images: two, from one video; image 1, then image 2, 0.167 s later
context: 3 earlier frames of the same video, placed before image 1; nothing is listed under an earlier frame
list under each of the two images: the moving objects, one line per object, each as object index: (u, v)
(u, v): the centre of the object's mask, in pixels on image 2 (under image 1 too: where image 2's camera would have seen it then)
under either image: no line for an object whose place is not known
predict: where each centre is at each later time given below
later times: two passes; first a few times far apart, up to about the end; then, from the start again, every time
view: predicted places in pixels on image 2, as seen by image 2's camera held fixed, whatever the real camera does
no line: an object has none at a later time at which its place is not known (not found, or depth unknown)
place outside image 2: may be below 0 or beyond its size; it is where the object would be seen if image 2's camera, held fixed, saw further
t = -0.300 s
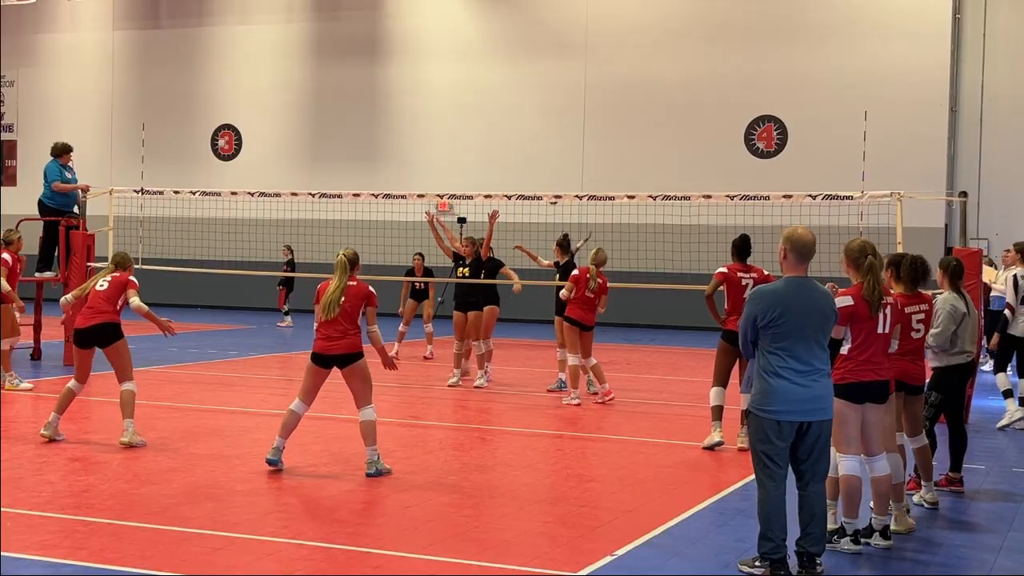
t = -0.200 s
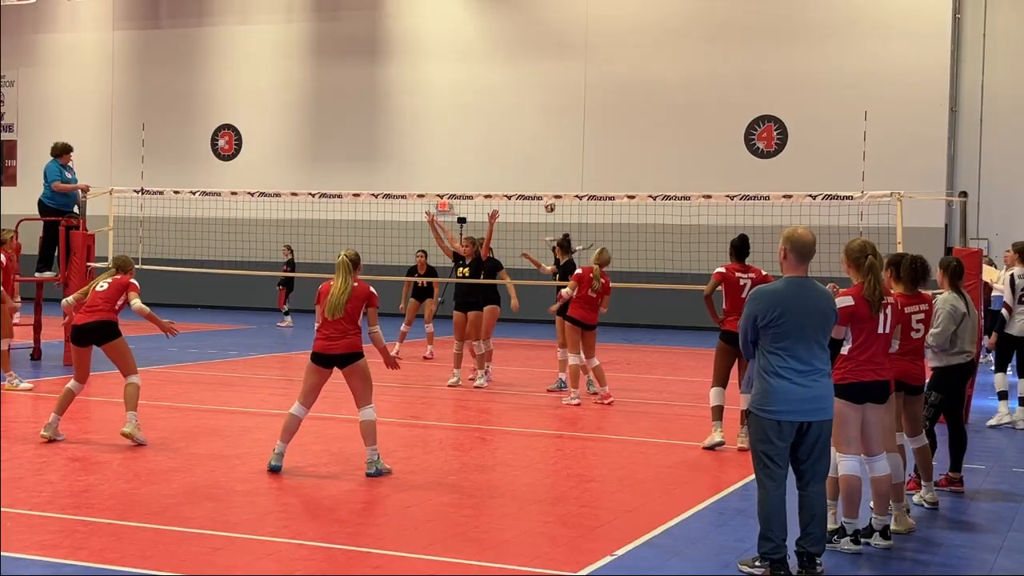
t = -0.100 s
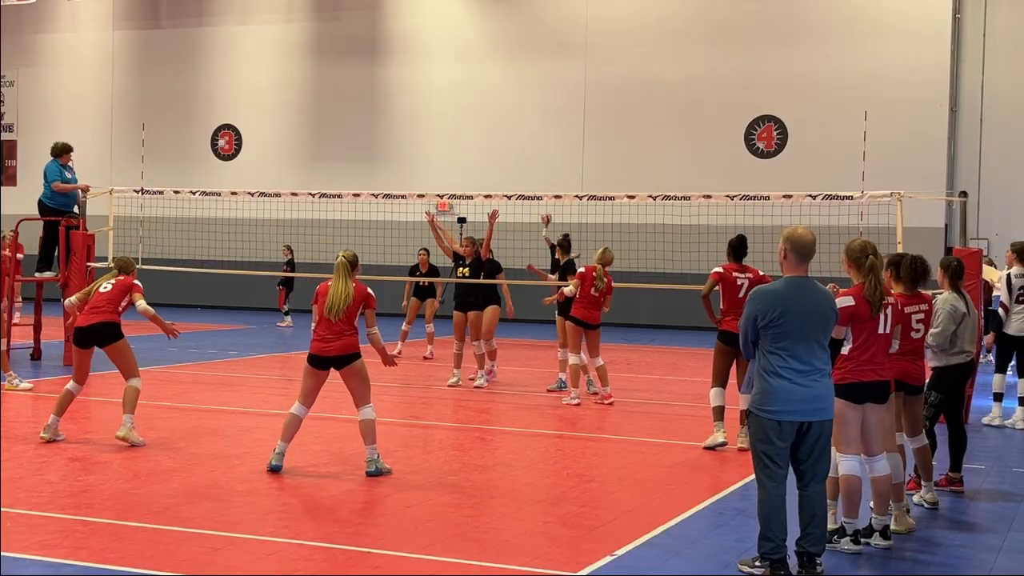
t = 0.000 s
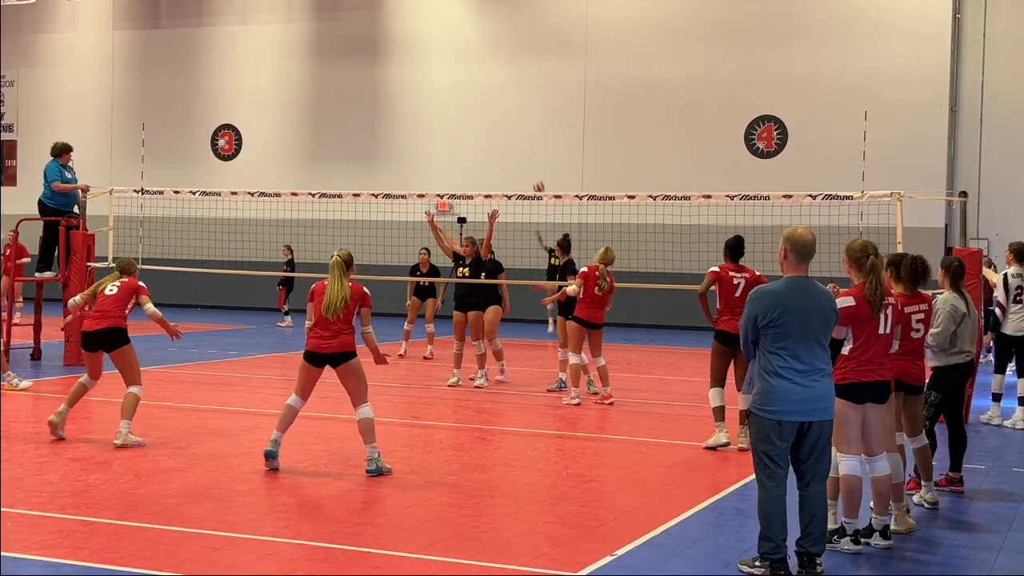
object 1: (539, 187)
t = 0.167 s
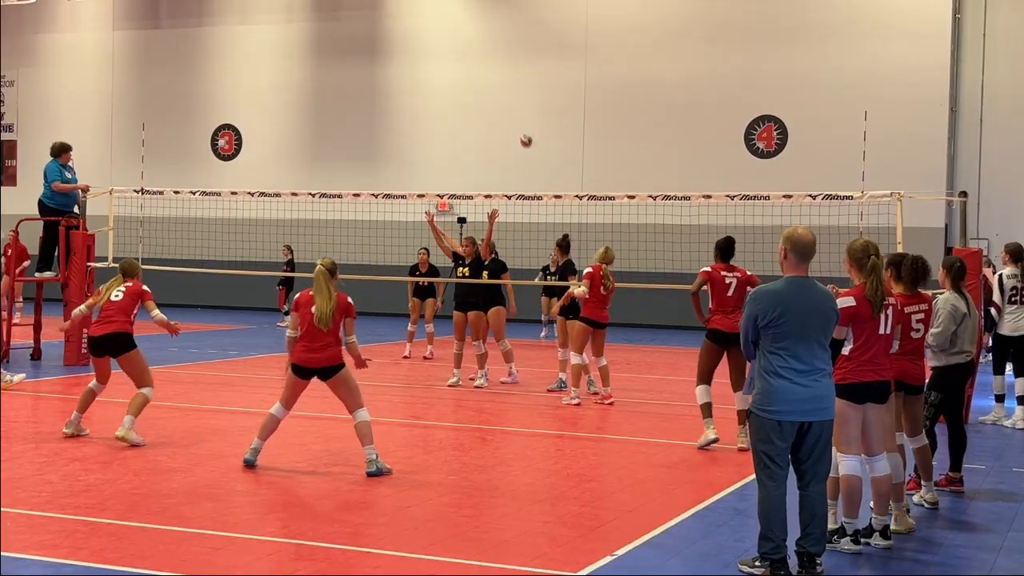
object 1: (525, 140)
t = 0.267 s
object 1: (516, 120)
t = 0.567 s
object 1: (476, 95)
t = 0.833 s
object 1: (430, 132)
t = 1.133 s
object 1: (363, 257)
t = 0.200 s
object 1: (523, 133)
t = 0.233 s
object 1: (520, 126)
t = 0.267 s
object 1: (516, 120)
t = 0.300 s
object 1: (513, 114)
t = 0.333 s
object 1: (509, 109)
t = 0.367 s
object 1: (505, 104)
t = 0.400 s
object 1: (500, 101)
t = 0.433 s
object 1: (495, 98)
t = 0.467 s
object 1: (491, 95)
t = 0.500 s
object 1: (486, 94)
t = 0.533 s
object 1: (481, 94)
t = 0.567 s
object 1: (476, 95)
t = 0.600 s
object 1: (471, 96)
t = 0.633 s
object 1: (466, 98)
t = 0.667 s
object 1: (460, 102)
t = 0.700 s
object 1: (455, 106)
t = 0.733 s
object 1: (449, 111)
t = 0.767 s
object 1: (443, 117)
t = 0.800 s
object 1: (436, 123)
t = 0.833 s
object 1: (430, 132)
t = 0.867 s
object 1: (424, 141)
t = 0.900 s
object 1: (417, 151)
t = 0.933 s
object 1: (410, 162)
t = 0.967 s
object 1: (403, 174)
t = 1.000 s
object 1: (396, 188)
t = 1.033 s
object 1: (388, 204)
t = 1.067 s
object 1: (380, 221)
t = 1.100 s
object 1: (372, 238)
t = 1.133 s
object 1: (363, 257)
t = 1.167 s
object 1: (353, 279)
